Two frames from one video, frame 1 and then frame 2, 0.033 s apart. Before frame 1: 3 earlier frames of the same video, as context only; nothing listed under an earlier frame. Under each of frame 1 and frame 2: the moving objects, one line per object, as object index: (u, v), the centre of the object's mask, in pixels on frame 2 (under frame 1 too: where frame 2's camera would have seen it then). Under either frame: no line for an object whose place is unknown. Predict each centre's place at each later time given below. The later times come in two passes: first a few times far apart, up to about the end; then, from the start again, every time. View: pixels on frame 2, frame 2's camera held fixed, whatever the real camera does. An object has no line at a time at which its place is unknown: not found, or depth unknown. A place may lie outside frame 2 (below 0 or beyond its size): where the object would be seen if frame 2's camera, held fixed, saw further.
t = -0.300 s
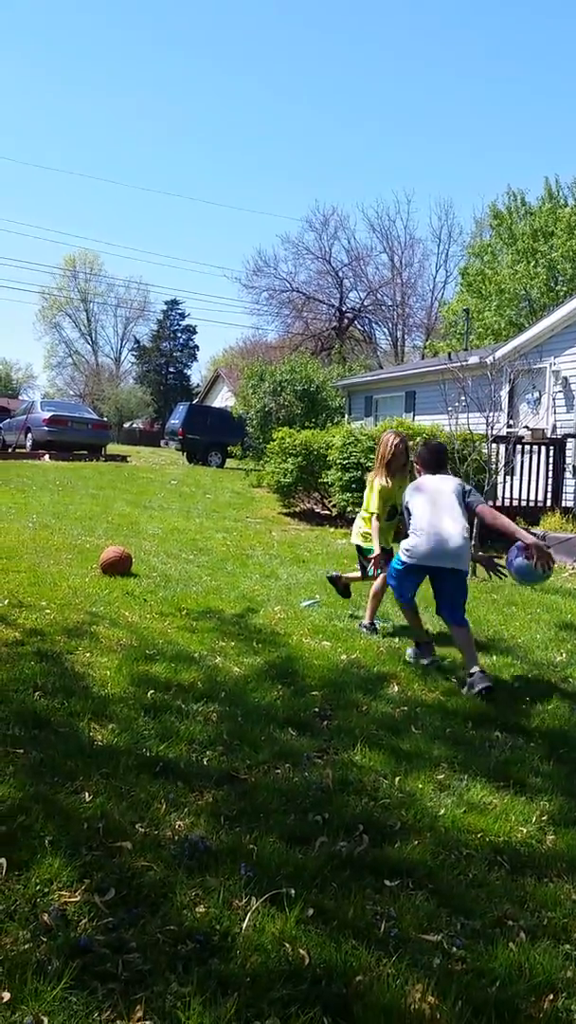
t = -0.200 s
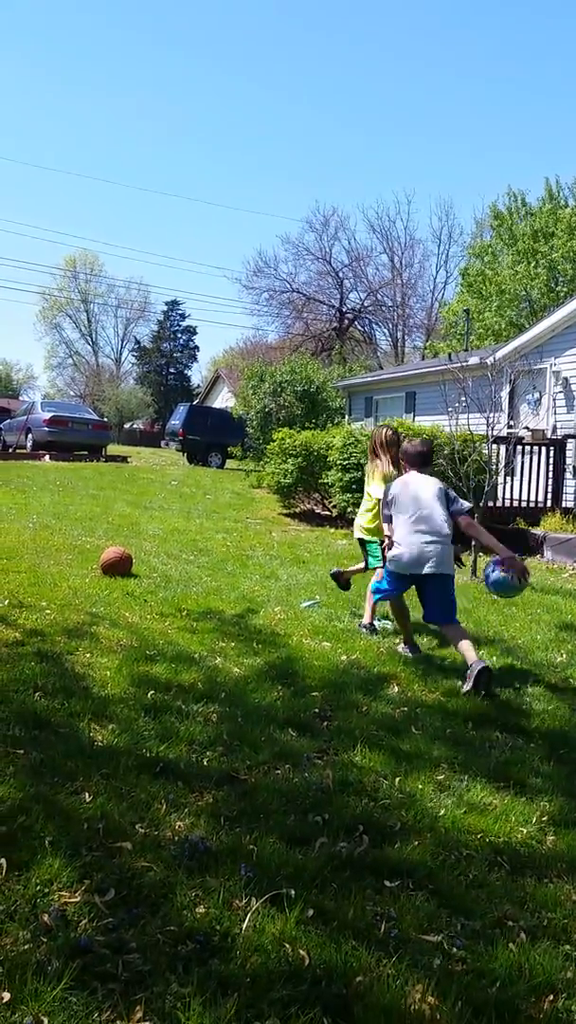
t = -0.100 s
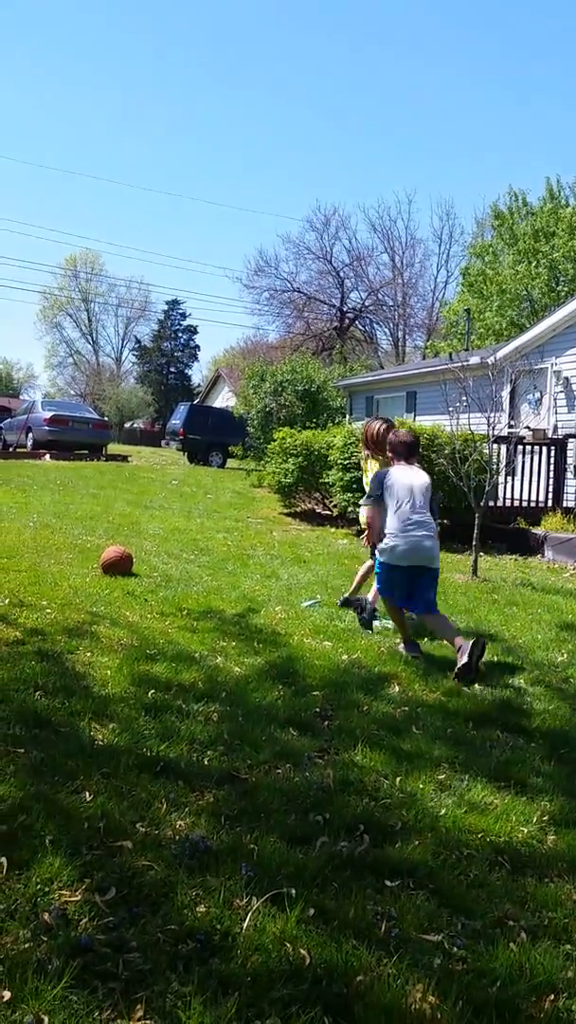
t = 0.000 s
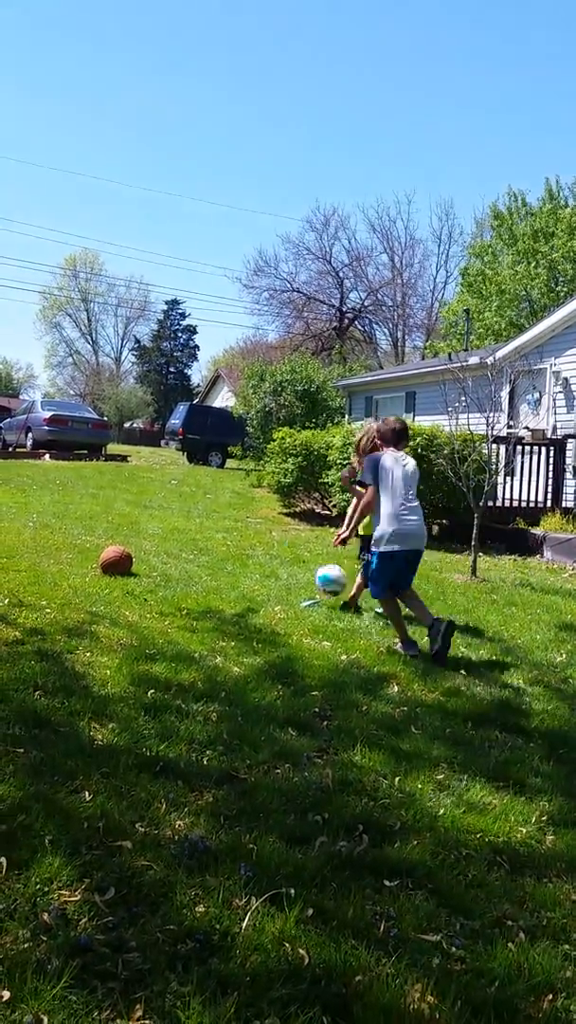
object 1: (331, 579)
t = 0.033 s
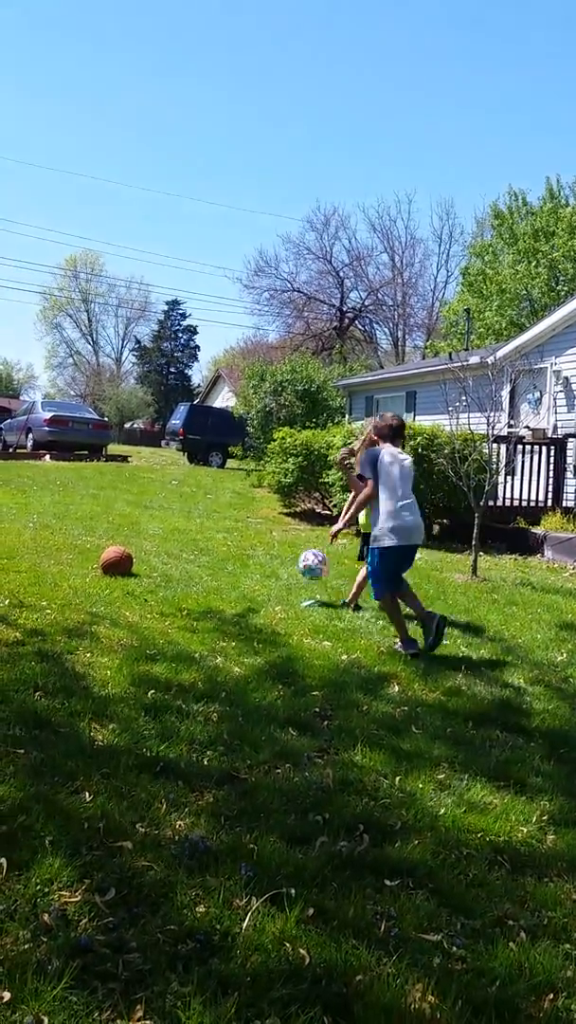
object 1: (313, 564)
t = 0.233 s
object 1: (226, 521)
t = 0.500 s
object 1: (146, 544)
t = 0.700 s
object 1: (106, 526)
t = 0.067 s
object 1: (297, 551)
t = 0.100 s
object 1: (281, 540)
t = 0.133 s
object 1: (266, 533)
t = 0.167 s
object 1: (252, 528)
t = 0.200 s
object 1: (239, 523)
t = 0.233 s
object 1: (226, 521)
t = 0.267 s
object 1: (215, 522)
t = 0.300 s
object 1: (203, 523)
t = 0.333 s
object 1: (192, 525)
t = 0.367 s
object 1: (182, 530)
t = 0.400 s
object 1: (173, 535)
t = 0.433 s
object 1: (163, 542)
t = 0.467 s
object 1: (154, 549)
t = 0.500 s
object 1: (146, 544)
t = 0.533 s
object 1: (138, 537)
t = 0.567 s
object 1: (132, 532)
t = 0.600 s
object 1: (125, 529)
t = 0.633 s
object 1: (119, 527)
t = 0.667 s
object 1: (112, 526)
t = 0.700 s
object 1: (106, 526)
